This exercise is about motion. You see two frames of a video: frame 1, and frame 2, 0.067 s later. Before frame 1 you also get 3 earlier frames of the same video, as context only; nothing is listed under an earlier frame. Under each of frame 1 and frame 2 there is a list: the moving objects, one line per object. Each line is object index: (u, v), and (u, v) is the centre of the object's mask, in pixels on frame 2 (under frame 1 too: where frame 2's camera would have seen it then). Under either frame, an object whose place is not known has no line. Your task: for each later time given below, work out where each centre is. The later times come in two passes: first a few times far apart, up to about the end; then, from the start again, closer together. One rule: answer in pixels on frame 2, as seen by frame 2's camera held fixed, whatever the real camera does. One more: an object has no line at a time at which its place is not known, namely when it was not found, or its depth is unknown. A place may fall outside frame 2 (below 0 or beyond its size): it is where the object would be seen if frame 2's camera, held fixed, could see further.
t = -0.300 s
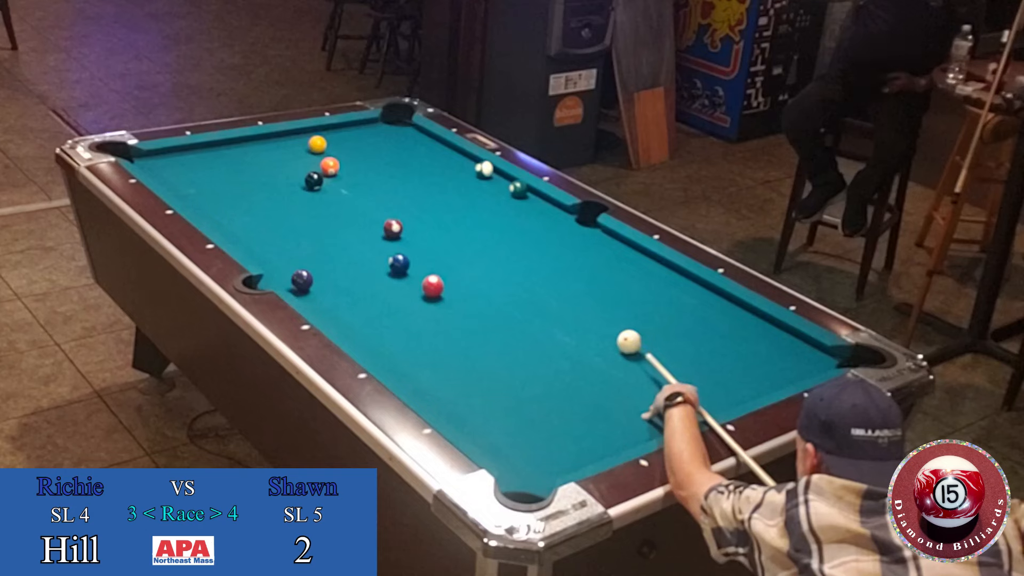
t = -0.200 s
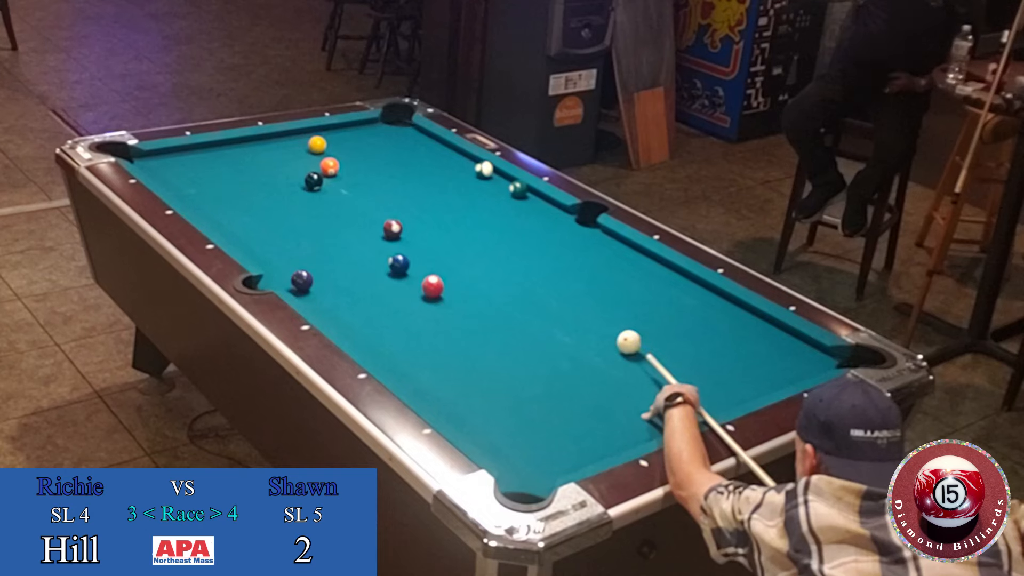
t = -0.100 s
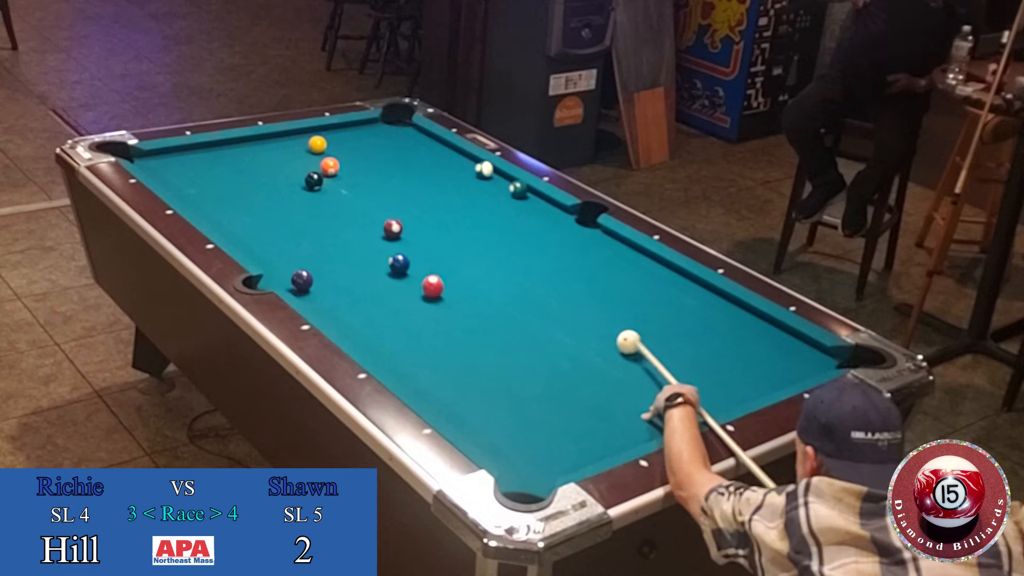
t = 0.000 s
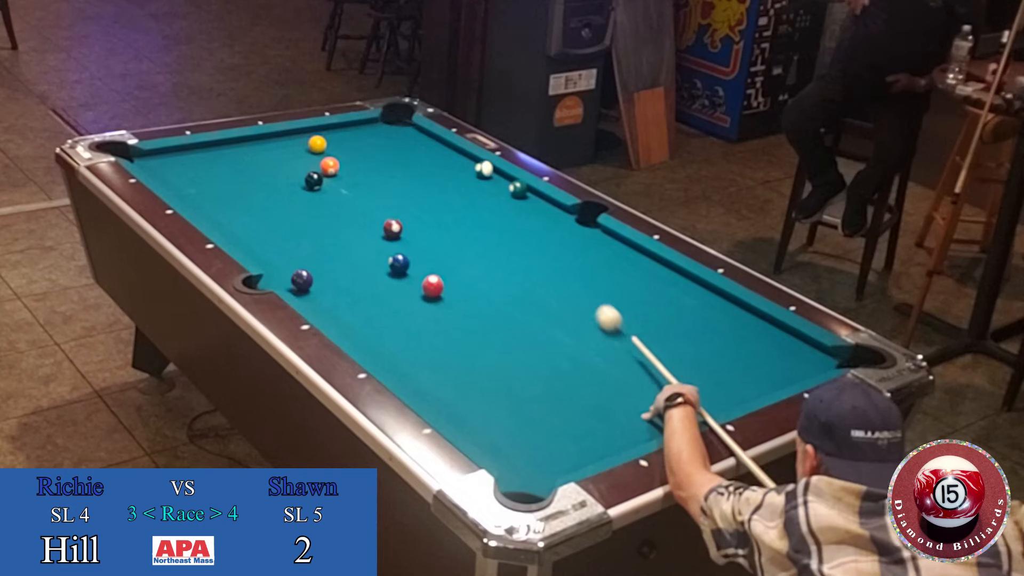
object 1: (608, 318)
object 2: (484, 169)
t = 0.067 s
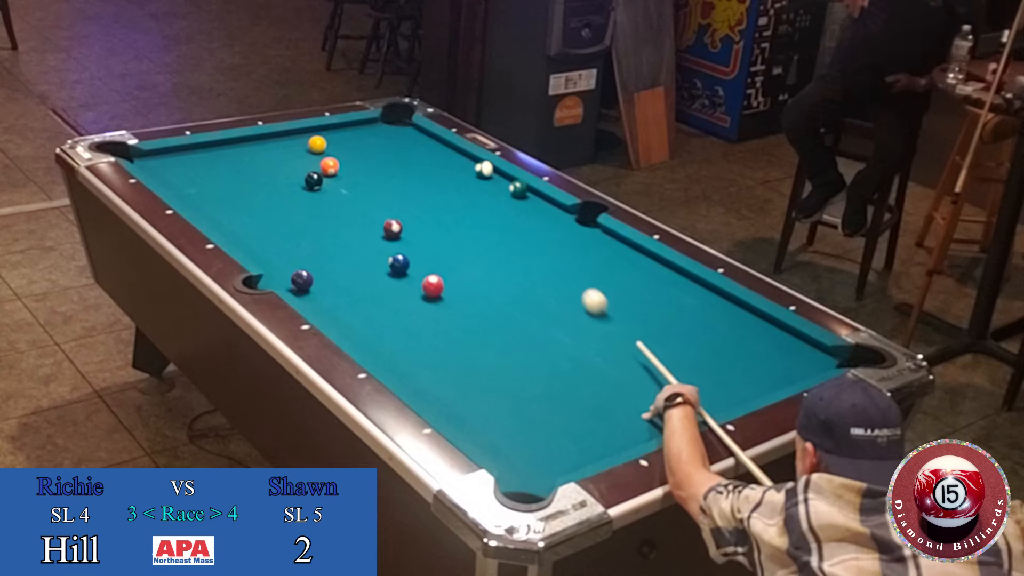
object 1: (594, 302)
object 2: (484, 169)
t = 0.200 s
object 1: (568, 271)
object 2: (484, 169)
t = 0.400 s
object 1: (534, 232)
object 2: (484, 169)
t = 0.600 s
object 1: (504, 198)
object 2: (484, 169)
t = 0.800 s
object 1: (479, 175)
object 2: (480, 161)
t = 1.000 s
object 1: (459, 168)
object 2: (448, 156)
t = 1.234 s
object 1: (438, 159)
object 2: (414, 150)
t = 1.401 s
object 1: (424, 154)
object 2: (393, 145)
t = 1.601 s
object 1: (408, 148)
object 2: (367, 139)
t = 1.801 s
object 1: (393, 142)
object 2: (343, 134)
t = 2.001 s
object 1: (379, 137)
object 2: (321, 128)
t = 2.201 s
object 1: (367, 132)
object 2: (316, 130)
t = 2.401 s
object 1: (355, 128)
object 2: (308, 136)
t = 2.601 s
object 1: (348, 126)
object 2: (306, 139)
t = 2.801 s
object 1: (350, 128)
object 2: (304, 140)
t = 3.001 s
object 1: (351, 130)
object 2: (300, 142)
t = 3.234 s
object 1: (351, 132)
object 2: (298, 142)
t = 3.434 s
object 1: (351, 133)
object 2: (297, 143)
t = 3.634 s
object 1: (352, 134)
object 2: (297, 143)
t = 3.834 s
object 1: (352, 134)
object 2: (297, 143)
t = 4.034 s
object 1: (352, 134)
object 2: (297, 143)
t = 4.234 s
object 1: (352, 134)
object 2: (297, 143)
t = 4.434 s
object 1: (352, 134)
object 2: (297, 143)
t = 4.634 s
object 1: (352, 134)
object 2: (297, 143)
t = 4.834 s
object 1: (352, 134)
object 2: (297, 143)
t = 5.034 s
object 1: (352, 134)
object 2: (297, 143)
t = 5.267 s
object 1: (352, 134)
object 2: (299, 142)
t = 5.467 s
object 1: (352, 134)
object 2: (298, 142)
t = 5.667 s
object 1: (352, 134)
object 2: (298, 143)
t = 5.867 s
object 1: (352, 134)
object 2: (298, 142)
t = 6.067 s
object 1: (352, 134)
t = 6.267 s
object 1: (352, 134)
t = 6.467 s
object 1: (352, 134)
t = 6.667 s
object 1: (352, 134)
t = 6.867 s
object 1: (352, 134)
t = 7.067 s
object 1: (352, 134)
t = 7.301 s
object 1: (352, 134)
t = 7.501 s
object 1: (352, 134)
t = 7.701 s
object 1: (352, 134)
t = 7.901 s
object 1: (352, 134)
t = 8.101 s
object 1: (352, 134)
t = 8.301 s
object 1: (352, 134)
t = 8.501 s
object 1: (352, 134)
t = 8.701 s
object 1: (352, 134)
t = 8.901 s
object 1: (352, 134)
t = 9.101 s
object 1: (352, 134)
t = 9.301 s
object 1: (352, 134)
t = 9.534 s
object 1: (352, 134)
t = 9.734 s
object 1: (352, 134)
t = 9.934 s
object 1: (352, 134)
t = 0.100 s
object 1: (588, 294)
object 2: (484, 169)
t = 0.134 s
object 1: (581, 286)
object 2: (484, 169)
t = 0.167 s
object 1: (575, 279)
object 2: (484, 169)
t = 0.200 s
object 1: (568, 271)
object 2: (484, 169)
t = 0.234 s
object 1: (562, 265)
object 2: (484, 169)
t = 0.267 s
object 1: (556, 258)
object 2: (484, 169)
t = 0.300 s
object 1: (551, 251)
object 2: (484, 169)
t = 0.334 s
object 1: (545, 245)
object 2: (484, 169)
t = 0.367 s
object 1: (539, 238)
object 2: (484, 169)
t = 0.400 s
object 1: (534, 232)
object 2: (484, 169)
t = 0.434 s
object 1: (529, 226)
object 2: (484, 169)
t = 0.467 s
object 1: (524, 220)
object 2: (484, 169)
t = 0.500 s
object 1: (518, 214)
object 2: (484, 169)
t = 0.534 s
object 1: (514, 209)
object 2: (484, 169)
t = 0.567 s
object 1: (509, 203)
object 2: (484, 169)
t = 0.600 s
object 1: (504, 198)
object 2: (484, 169)
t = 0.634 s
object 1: (499, 193)
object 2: (484, 169)
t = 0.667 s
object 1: (495, 187)
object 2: (484, 169)
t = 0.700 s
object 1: (491, 183)
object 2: (483, 168)
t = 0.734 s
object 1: (486, 179)
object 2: (484, 166)
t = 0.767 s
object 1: (482, 176)
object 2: (484, 164)
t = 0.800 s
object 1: (479, 175)
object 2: (480, 161)
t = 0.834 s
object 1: (476, 174)
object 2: (473, 160)
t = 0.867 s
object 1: (473, 173)
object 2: (467, 159)
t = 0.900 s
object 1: (469, 172)
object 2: (463, 158)
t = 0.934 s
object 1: (466, 171)
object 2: (457, 157)
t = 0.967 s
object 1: (463, 169)
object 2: (452, 156)
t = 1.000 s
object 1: (459, 168)
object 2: (448, 156)
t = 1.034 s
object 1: (456, 166)
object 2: (444, 155)
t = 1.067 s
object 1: (453, 165)
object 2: (438, 154)
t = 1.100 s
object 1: (450, 164)
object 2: (433, 154)
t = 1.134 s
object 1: (447, 163)
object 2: (429, 153)
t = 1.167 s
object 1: (444, 162)
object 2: (425, 151)
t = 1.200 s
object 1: (441, 160)
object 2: (419, 150)
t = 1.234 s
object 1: (438, 159)
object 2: (414, 150)
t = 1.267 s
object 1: (435, 158)
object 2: (411, 149)
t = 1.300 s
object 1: (432, 157)
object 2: (406, 147)
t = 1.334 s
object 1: (429, 156)
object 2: (401, 146)
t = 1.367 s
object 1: (426, 155)
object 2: (397, 146)
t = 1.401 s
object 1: (424, 154)
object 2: (393, 145)
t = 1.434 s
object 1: (421, 153)
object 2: (389, 143)
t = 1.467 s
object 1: (418, 152)
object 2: (383, 142)
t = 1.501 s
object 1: (416, 151)
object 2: (379, 142)
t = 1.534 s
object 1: (413, 150)
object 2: (376, 141)
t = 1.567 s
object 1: (410, 149)
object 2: (372, 140)
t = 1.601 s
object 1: (408, 148)
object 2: (367, 139)
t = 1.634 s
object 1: (405, 147)
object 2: (362, 138)
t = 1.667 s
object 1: (403, 146)
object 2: (359, 138)
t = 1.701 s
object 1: (400, 145)
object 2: (356, 136)
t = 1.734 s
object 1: (398, 144)
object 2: (352, 135)
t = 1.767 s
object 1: (395, 143)
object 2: (347, 134)
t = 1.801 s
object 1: (393, 142)
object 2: (343, 134)
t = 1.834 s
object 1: (391, 141)
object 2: (339, 133)
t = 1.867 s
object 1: (388, 140)
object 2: (336, 132)
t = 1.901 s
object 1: (386, 139)
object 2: (332, 131)
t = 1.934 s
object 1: (384, 139)
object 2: (328, 130)
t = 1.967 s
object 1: (381, 138)
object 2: (324, 129)
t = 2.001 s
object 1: (379, 137)
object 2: (321, 128)
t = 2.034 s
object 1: (377, 136)
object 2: (320, 129)
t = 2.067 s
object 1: (375, 135)
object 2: (319, 129)
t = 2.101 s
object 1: (373, 134)
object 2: (318, 130)
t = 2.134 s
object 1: (371, 134)
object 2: (318, 130)
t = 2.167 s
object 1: (369, 133)
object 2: (317, 130)
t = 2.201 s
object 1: (367, 132)
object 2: (316, 130)
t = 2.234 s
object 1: (365, 131)
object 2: (316, 131)
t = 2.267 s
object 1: (363, 130)
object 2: (314, 132)
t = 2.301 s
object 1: (361, 130)
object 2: (312, 133)
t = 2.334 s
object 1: (359, 129)
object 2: (311, 134)
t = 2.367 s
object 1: (357, 128)
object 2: (310, 135)
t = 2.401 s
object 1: (355, 128)
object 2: (308, 136)
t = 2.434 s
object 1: (353, 127)
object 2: (307, 137)
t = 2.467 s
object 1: (352, 126)
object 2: (308, 137)
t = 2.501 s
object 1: (350, 126)
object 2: (308, 138)
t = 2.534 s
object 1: (348, 125)
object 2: (307, 138)
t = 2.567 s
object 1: (348, 125)
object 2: (307, 138)
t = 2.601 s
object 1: (348, 126)
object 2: (306, 139)
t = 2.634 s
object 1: (348, 126)
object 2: (306, 139)
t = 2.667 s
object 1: (349, 126)
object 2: (305, 139)
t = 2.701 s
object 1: (349, 127)
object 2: (305, 140)
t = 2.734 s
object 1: (349, 127)
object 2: (304, 140)
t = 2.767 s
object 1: (349, 128)
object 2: (304, 140)
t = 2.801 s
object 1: (350, 128)
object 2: (304, 140)
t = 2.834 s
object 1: (350, 128)
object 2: (303, 141)
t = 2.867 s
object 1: (350, 129)
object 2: (302, 141)
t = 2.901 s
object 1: (350, 129)
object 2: (302, 141)
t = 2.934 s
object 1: (350, 129)
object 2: (302, 141)
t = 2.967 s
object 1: (351, 130)
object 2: (301, 141)
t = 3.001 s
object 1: (351, 130)
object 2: (300, 142)
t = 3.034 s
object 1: (351, 130)
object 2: (300, 141)
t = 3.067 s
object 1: (351, 130)
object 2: (300, 142)
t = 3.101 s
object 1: (351, 131)
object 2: (299, 142)
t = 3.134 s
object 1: (351, 131)
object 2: (299, 142)
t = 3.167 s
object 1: (351, 131)
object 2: (299, 142)
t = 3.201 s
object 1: (351, 132)
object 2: (298, 142)
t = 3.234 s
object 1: (351, 132)
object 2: (298, 142)
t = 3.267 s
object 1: (351, 132)
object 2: (298, 143)
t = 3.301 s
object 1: (351, 132)
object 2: (297, 143)
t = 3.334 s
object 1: (351, 132)
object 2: (298, 142)
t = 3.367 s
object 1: (351, 133)
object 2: (297, 143)
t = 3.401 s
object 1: (351, 133)
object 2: (297, 143)
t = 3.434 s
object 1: (351, 133)
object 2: (297, 143)
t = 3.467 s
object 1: (351, 133)
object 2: (297, 143)
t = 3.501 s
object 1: (351, 133)
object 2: (297, 143)
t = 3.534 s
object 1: (351, 133)
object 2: (297, 143)
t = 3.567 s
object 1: (351, 133)
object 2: (297, 143)
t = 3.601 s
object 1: (351, 133)
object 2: (297, 143)
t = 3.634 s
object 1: (352, 134)
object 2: (297, 143)
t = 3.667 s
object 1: (352, 134)
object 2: (297, 143)
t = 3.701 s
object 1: (352, 134)
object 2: (297, 143)
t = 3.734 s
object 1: (352, 134)
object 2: (297, 143)
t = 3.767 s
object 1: (352, 134)
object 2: (297, 143)
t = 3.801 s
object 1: (352, 134)
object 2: (297, 143)
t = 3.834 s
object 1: (352, 134)
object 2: (297, 143)
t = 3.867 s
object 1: (352, 134)
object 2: (297, 143)
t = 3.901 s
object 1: (352, 134)
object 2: (297, 143)
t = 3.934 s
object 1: (352, 134)
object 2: (297, 143)
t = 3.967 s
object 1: (352, 134)
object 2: (297, 143)
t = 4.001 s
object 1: (352, 134)
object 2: (297, 143)
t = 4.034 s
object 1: (352, 134)
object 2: (297, 143)
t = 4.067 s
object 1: (352, 134)
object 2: (297, 143)
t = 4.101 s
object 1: (352, 134)
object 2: (297, 143)
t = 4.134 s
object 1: (352, 134)
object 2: (297, 143)
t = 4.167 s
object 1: (352, 134)
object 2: (297, 143)
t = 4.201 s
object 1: (352, 134)
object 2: (297, 143)
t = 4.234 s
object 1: (352, 134)
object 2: (297, 143)
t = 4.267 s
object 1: (352, 134)
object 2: (297, 143)
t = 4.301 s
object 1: (352, 134)
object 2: (297, 143)
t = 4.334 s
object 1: (352, 134)
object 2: (297, 143)
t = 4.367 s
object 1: (352, 134)
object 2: (297, 143)
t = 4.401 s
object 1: (352, 134)
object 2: (297, 143)
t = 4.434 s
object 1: (352, 134)
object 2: (297, 143)
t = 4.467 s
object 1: (352, 134)
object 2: (297, 143)
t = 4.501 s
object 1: (352, 134)
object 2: (297, 143)
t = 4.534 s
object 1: (352, 134)
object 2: (297, 143)
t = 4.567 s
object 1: (352, 134)
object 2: (297, 143)
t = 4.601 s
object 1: (352, 134)
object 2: (297, 143)
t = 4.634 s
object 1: (352, 134)
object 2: (297, 143)
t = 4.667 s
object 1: (352, 134)
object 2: (297, 143)
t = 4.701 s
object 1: (352, 134)
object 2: (297, 143)
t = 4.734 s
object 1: (352, 134)
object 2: (297, 143)
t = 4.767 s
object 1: (352, 134)
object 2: (297, 143)
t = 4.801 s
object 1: (352, 134)
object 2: (297, 143)
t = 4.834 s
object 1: (352, 134)
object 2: (297, 143)
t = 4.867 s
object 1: (352, 134)
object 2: (297, 143)
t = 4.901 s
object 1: (352, 134)
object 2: (297, 143)
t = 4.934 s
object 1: (352, 134)
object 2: (297, 143)
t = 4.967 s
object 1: (352, 134)
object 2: (297, 143)
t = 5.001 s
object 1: (352, 134)
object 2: (297, 143)
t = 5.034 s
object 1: (352, 134)
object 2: (297, 143)
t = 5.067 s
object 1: (352, 134)
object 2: (298, 142)
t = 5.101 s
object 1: (352, 133)
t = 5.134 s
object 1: (352, 133)
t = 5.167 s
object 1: (352, 134)
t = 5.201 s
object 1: (352, 134)
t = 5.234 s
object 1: (352, 134)
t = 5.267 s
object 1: (352, 134)
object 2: (299, 142)
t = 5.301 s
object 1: (352, 134)
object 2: (298, 142)
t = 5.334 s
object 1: (352, 134)
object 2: (298, 143)
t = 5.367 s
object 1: (352, 134)
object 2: (298, 142)
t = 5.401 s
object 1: (352, 134)
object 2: (298, 143)
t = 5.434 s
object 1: (352, 134)
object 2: (298, 142)
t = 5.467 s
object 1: (352, 134)
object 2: (298, 142)
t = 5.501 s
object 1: (352, 134)
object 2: (298, 142)
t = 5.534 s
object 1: (352, 134)
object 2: (298, 142)
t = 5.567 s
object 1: (352, 134)
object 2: (298, 142)
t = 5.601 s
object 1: (352, 134)
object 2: (298, 142)
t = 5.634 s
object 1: (352, 134)
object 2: (298, 142)
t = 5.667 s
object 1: (352, 134)
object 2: (298, 143)
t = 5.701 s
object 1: (352, 134)
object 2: (298, 143)
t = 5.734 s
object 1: (352, 134)
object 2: (298, 143)
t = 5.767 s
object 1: (352, 134)
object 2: (298, 143)
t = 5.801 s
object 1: (352, 134)
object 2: (298, 143)
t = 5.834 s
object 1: (352, 134)
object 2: (298, 142)
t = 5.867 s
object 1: (352, 134)
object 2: (298, 142)
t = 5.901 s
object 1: (352, 134)
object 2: (298, 142)
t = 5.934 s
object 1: (352, 134)
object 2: (298, 142)
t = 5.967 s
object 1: (352, 134)
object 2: (298, 142)
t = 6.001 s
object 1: (352, 134)
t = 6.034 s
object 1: (352, 134)
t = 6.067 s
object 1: (352, 134)
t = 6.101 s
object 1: (352, 134)
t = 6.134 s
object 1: (352, 134)
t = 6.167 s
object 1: (352, 134)
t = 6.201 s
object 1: (352, 134)
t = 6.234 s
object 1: (352, 134)
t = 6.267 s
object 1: (352, 134)
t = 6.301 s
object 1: (352, 134)
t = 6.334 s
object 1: (352, 134)
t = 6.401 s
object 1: (352, 134)
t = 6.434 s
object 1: (352, 134)
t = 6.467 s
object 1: (352, 134)
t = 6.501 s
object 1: (352, 134)
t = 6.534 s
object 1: (352, 134)
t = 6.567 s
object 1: (352, 134)
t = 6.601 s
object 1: (352, 134)
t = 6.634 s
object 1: (352, 134)
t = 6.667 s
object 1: (352, 134)
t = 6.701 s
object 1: (352, 134)
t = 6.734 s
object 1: (352, 134)
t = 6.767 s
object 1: (352, 134)
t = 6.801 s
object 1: (352, 134)
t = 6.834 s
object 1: (352, 134)
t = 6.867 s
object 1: (352, 134)
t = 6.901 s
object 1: (352, 134)
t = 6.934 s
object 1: (352, 134)
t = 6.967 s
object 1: (352, 134)
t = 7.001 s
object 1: (352, 134)
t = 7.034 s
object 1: (352, 134)
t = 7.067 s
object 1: (352, 134)
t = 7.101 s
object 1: (352, 134)
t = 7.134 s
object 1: (352, 134)
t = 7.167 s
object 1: (352, 134)
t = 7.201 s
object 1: (352, 134)
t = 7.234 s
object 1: (352, 134)
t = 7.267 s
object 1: (352, 134)
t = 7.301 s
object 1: (352, 134)
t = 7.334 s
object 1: (352, 134)
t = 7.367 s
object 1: (352, 134)
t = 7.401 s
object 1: (352, 134)
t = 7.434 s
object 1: (352, 134)
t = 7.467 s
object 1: (352, 134)
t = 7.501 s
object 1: (352, 134)
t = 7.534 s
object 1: (352, 134)
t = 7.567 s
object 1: (352, 134)
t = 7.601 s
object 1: (352, 134)
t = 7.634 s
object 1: (352, 134)
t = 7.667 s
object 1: (352, 134)
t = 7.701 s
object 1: (352, 134)
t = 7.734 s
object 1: (352, 134)
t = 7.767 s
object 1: (352, 134)
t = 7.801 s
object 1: (352, 134)
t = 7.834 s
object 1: (352, 134)
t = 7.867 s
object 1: (352, 134)
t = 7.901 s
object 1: (352, 134)
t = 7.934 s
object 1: (352, 134)
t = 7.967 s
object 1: (352, 134)
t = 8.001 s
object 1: (352, 134)
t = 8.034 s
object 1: (352, 134)
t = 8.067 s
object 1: (352, 134)
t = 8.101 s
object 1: (352, 134)
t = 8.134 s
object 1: (352, 134)
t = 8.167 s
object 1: (352, 134)
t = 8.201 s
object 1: (352, 134)
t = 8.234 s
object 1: (352, 134)
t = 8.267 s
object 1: (352, 134)
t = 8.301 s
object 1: (352, 134)
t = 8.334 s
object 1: (352, 134)
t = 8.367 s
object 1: (352, 134)
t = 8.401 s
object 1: (352, 134)
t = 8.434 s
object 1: (352, 134)
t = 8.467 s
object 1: (352, 134)
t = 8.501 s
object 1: (352, 134)
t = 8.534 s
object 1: (352, 134)
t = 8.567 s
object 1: (352, 134)
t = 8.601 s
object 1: (352, 134)
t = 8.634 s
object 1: (352, 134)
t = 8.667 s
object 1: (352, 134)
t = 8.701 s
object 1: (352, 134)
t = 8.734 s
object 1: (352, 134)
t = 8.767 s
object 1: (352, 134)
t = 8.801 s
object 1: (352, 134)
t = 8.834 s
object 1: (352, 134)
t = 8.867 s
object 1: (352, 134)
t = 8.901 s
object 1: (352, 134)
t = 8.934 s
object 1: (352, 134)
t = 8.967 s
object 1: (352, 134)
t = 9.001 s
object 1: (352, 134)
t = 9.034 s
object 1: (352, 134)
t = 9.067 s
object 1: (352, 134)
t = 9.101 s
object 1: (352, 134)
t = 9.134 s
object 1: (352, 134)
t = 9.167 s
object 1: (352, 134)
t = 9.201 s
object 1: (352, 134)
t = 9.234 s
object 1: (352, 134)
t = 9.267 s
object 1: (352, 134)
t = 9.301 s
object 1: (352, 134)
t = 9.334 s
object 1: (352, 134)
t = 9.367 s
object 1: (352, 134)
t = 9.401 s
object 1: (352, 134)
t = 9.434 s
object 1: (352, 134)
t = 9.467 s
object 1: (352, 134)
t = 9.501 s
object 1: (352, 134)
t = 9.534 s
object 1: (352, 134)
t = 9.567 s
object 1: (352, 134)
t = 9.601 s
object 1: (352, 134)
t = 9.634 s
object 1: (352, 134)
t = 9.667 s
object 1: (352, 134)
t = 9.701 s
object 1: (352, 134)
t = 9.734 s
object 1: (352, 134)
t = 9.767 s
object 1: (352, 134)
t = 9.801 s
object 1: (352, 134)
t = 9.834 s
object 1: (352, 134)
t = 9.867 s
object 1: (352, 134)
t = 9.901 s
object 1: (352, 134)
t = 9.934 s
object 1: (352, 134)
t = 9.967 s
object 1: (352, 134)
